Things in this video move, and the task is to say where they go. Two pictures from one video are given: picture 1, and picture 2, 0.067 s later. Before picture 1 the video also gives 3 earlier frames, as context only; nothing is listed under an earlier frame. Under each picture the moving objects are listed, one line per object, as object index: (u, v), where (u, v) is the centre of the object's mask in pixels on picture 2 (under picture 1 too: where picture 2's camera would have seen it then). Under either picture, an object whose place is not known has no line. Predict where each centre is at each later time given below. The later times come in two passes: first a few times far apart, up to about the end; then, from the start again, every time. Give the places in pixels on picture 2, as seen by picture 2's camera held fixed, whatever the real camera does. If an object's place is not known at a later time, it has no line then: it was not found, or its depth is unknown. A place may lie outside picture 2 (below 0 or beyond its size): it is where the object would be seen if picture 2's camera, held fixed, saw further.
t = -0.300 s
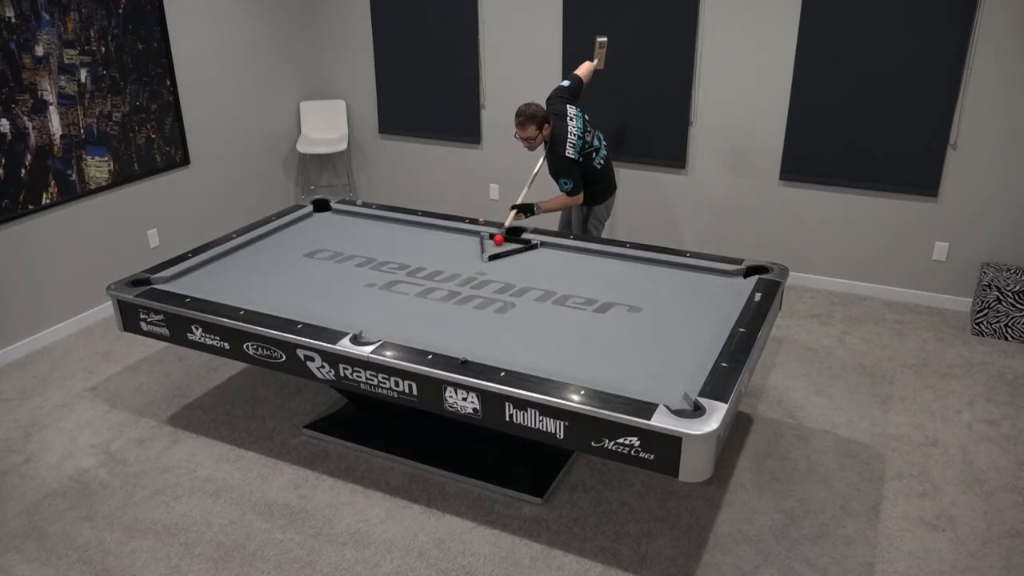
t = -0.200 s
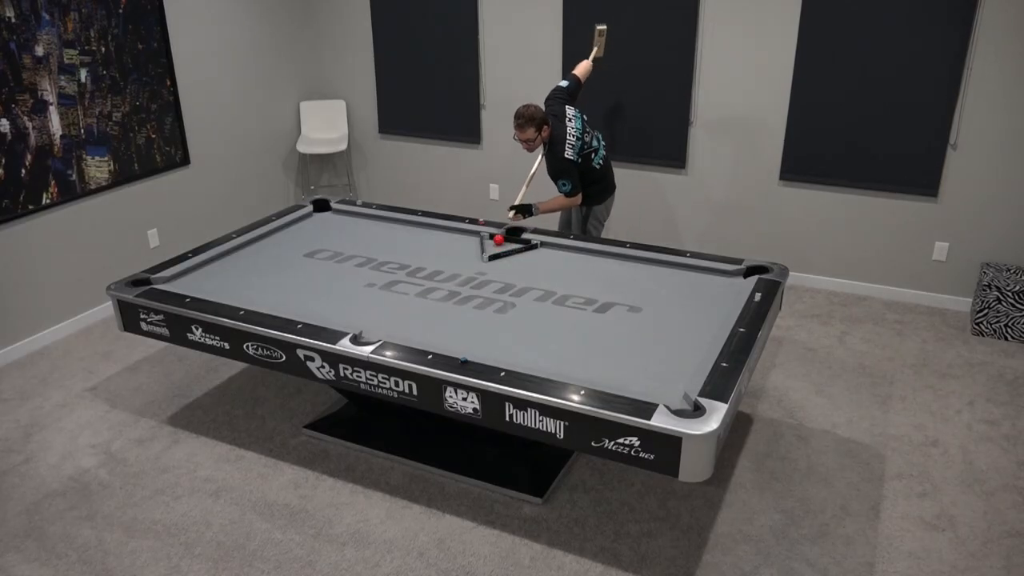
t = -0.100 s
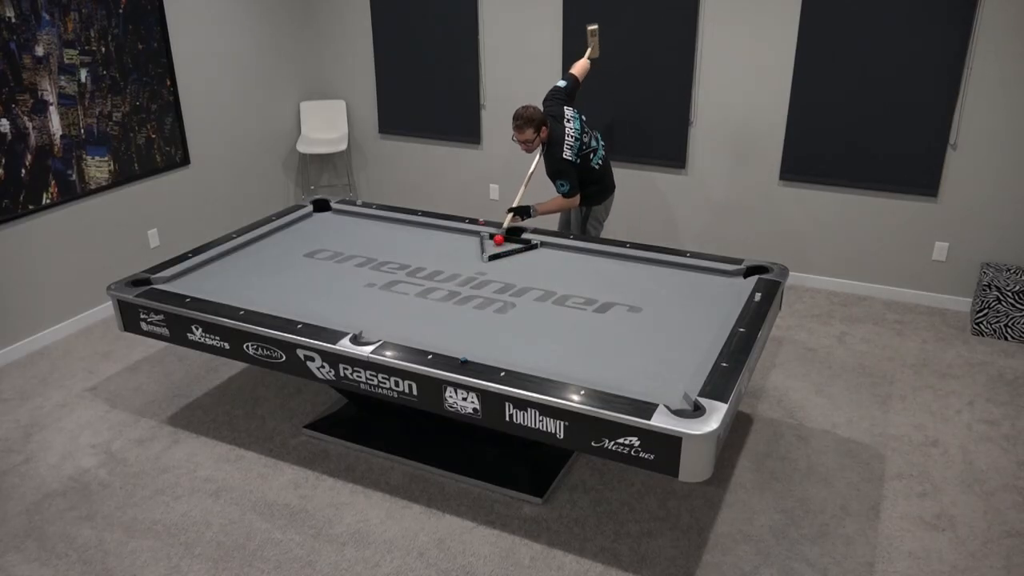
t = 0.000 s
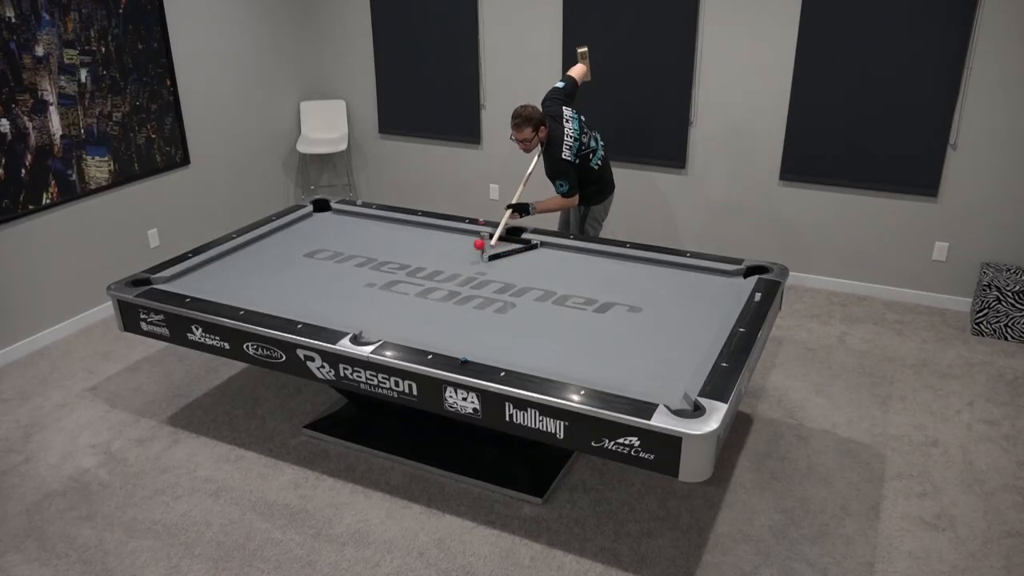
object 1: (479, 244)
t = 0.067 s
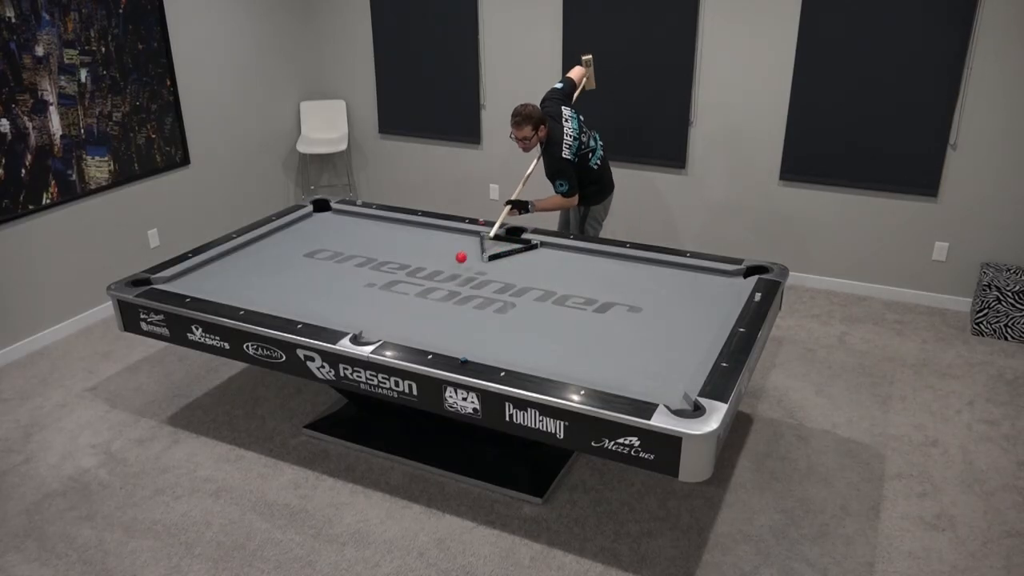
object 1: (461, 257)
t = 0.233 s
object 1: (411, 302)
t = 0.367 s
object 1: (367, 338)
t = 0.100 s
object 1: (451, 267)
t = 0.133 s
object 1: (442, 280)
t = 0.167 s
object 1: (432, 289)
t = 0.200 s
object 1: (422, 294)
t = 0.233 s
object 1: (411, 302)
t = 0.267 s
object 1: (401, 313)
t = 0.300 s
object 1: (390, 323)
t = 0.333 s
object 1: (378, 330)
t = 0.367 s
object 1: (367, 338)
